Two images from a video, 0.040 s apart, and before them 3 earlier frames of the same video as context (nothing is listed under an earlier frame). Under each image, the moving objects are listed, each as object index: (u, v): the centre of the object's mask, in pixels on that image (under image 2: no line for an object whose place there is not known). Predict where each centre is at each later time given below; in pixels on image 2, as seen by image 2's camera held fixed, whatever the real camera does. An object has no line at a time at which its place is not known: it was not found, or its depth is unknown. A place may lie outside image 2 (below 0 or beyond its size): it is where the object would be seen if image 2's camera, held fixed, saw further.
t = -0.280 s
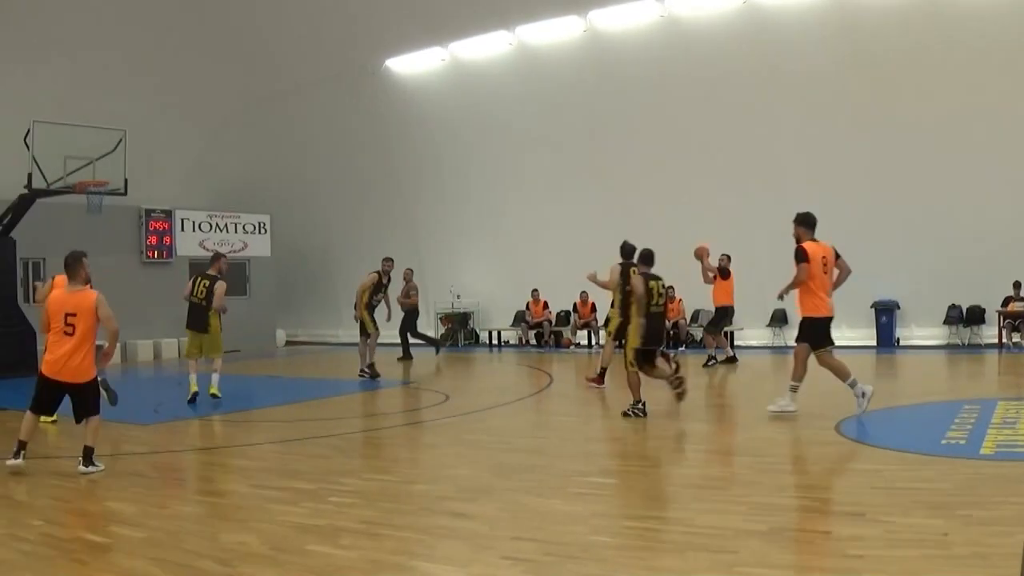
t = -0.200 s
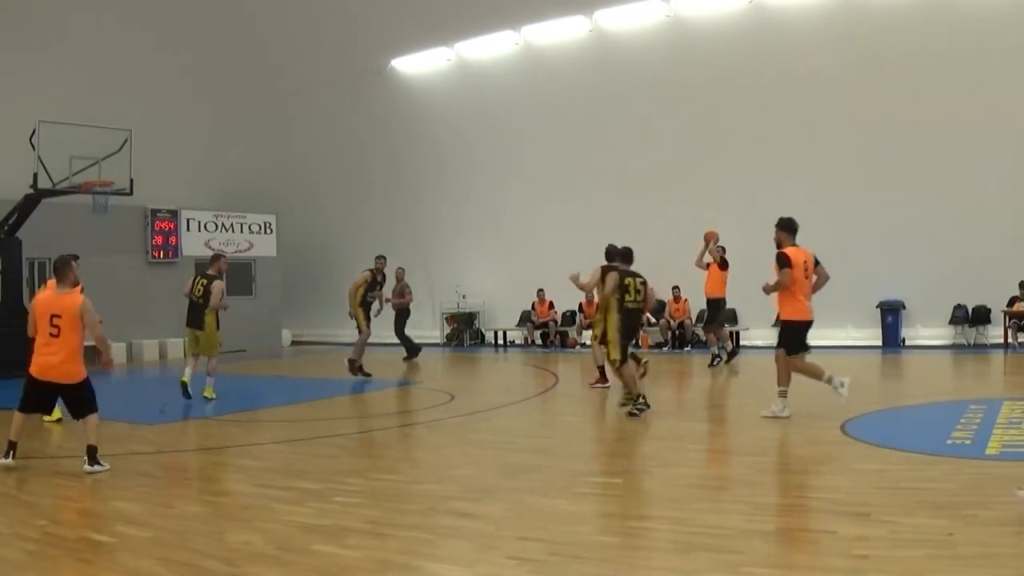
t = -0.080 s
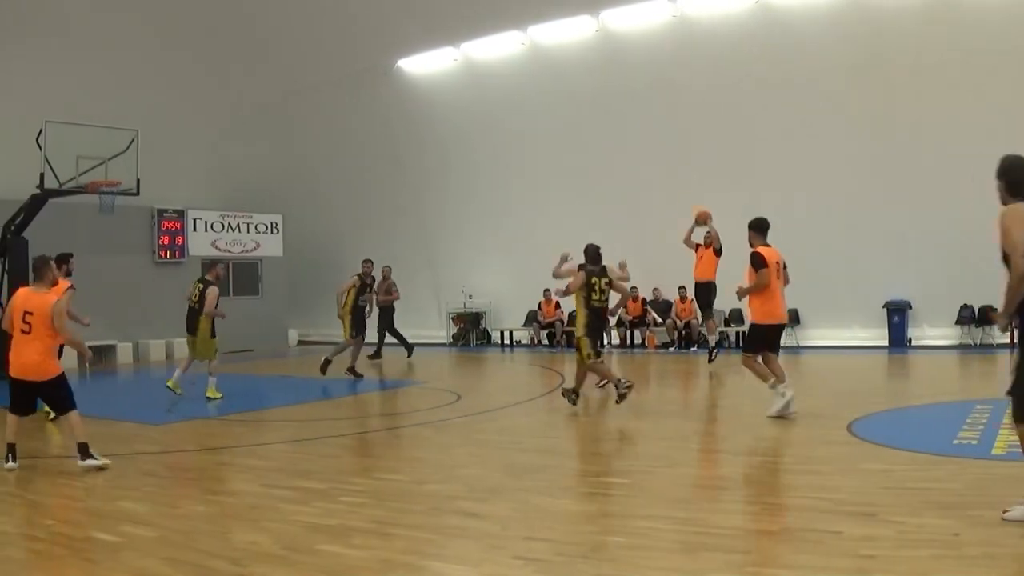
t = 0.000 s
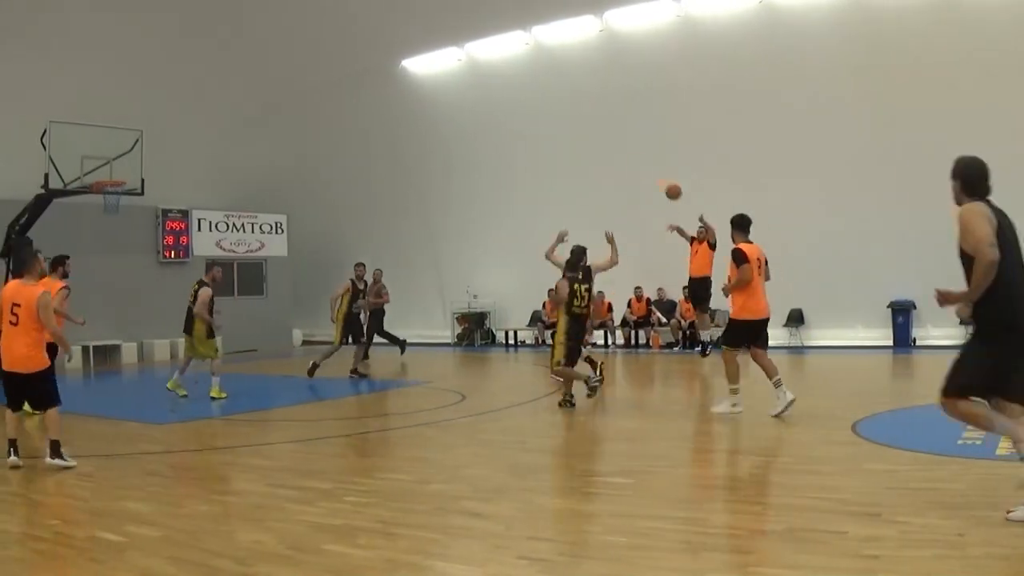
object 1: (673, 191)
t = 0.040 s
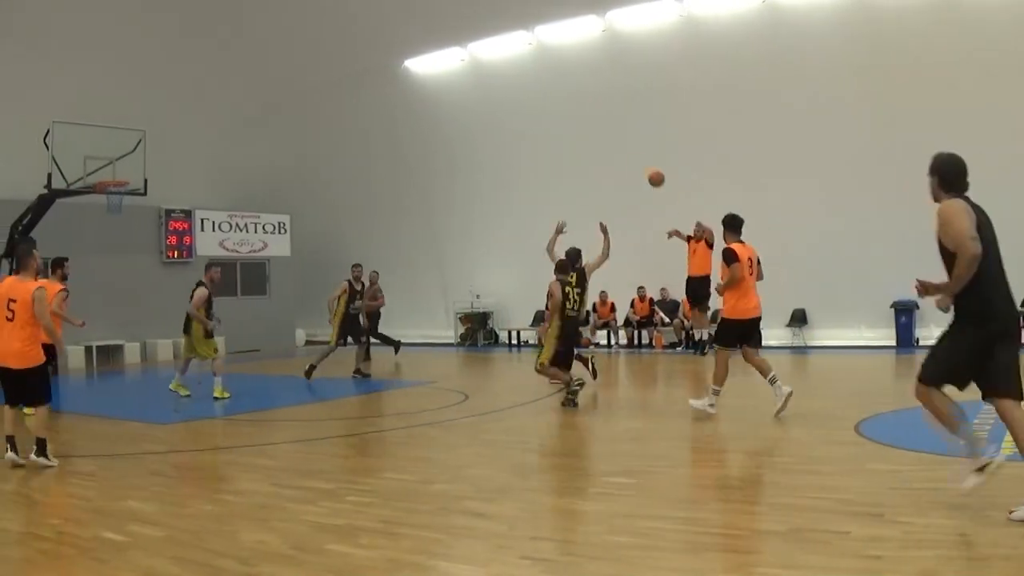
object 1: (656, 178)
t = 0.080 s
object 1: (637, 166)
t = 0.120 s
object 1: (619, 156)
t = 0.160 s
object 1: (600, 145)
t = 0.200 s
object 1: (581, 135)
